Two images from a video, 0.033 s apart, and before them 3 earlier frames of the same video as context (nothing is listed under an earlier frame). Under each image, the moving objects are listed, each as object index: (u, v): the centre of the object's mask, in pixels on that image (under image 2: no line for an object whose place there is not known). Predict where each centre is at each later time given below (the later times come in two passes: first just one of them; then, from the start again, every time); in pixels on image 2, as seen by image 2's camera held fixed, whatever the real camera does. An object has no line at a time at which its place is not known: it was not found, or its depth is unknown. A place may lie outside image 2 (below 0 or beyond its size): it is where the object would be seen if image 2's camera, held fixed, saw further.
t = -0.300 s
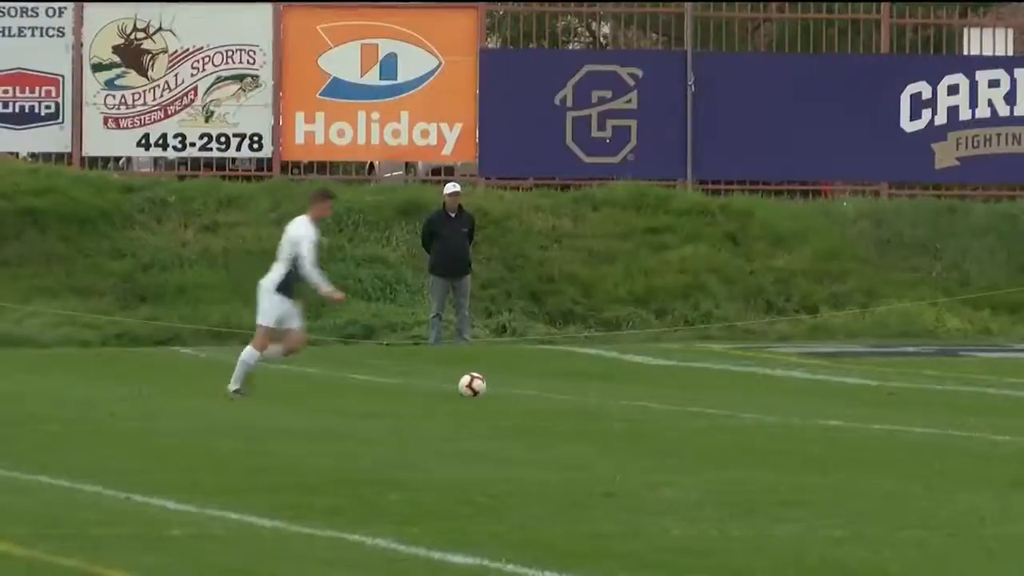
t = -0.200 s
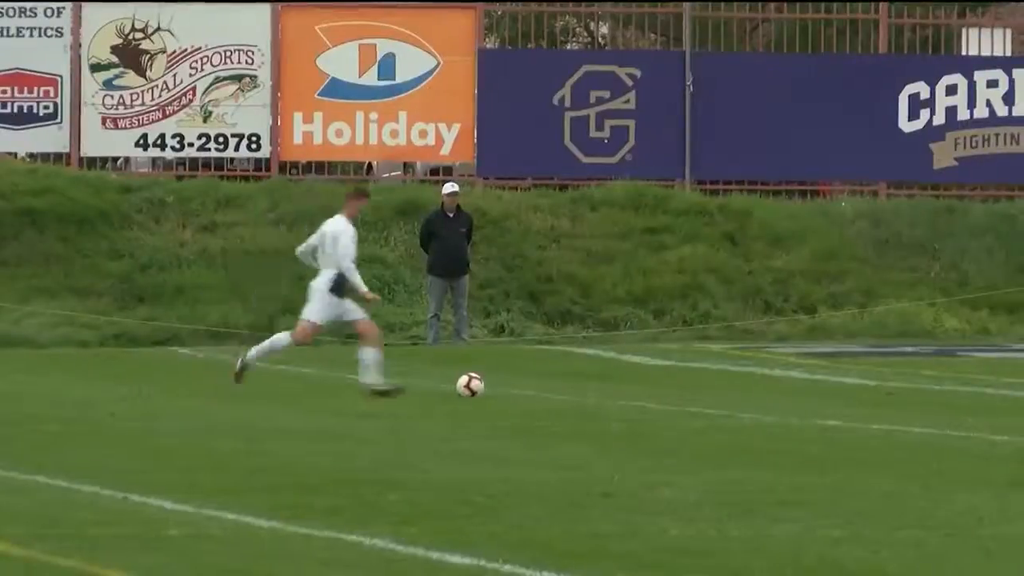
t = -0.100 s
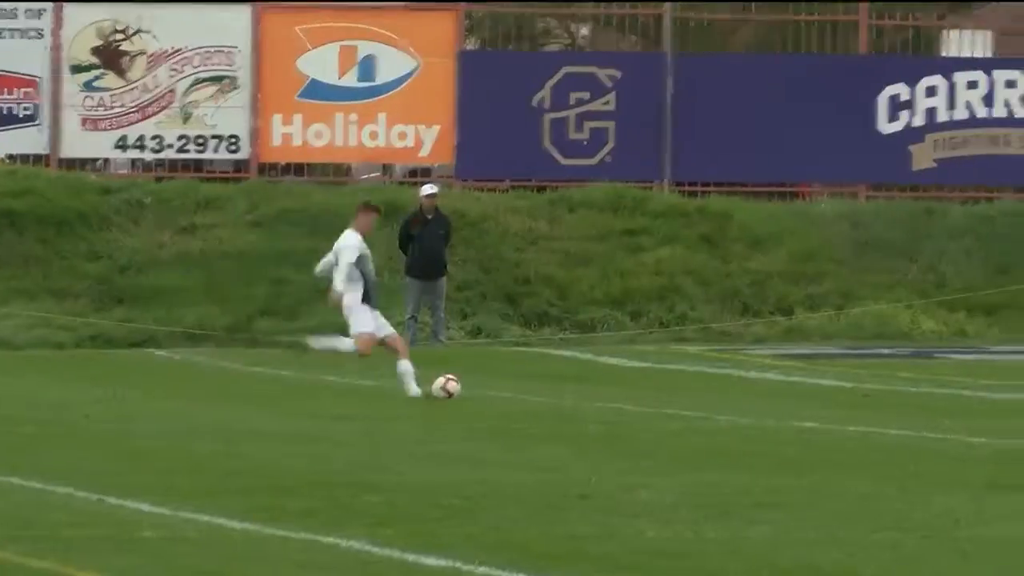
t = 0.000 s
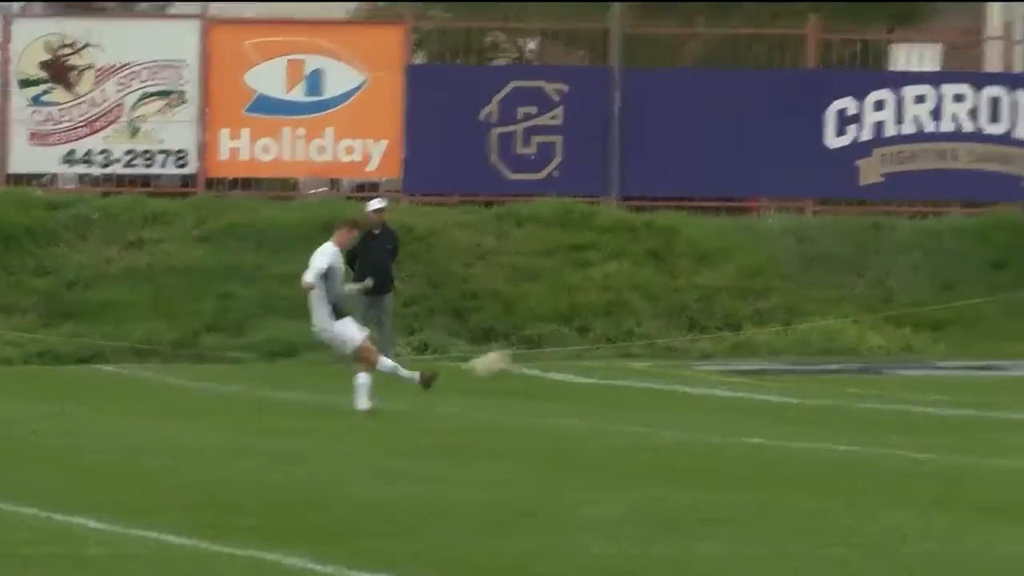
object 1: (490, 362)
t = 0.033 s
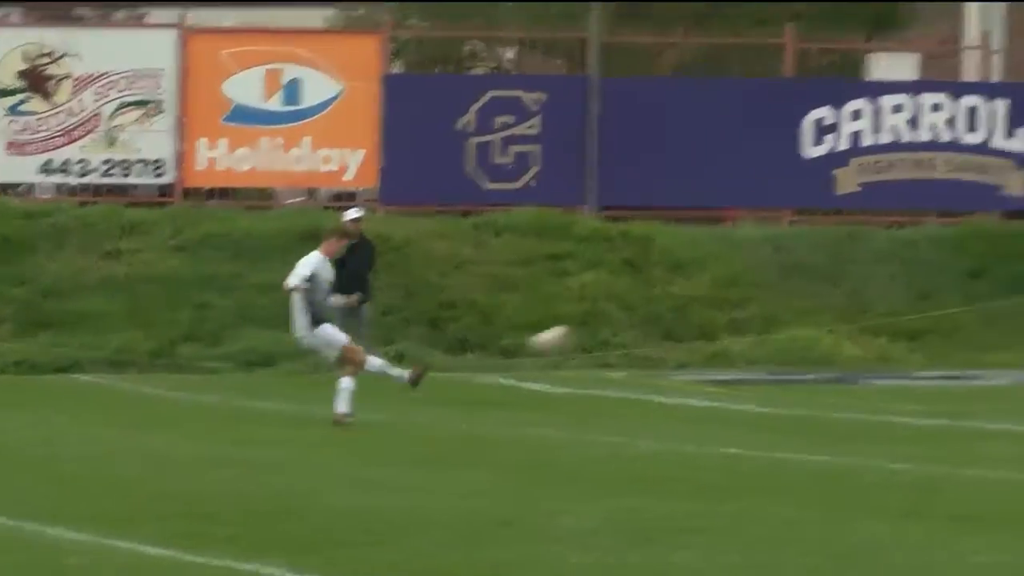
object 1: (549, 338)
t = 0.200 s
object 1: (947, 198)
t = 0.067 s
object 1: (632, 308)
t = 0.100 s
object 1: (713, 277)
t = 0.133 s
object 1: (794, 247)
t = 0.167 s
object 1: (874, 221)
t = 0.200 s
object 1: (947, 198)
